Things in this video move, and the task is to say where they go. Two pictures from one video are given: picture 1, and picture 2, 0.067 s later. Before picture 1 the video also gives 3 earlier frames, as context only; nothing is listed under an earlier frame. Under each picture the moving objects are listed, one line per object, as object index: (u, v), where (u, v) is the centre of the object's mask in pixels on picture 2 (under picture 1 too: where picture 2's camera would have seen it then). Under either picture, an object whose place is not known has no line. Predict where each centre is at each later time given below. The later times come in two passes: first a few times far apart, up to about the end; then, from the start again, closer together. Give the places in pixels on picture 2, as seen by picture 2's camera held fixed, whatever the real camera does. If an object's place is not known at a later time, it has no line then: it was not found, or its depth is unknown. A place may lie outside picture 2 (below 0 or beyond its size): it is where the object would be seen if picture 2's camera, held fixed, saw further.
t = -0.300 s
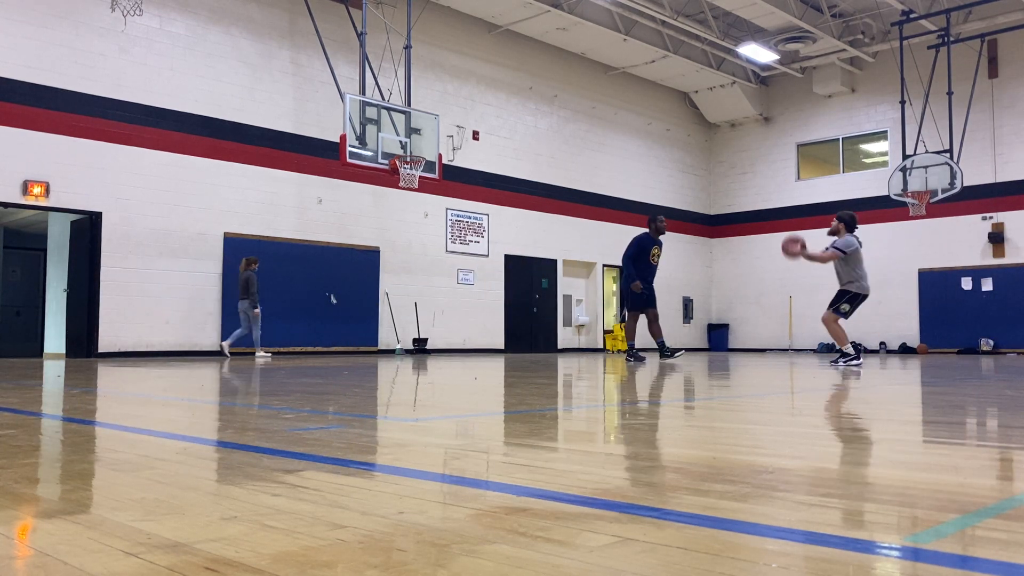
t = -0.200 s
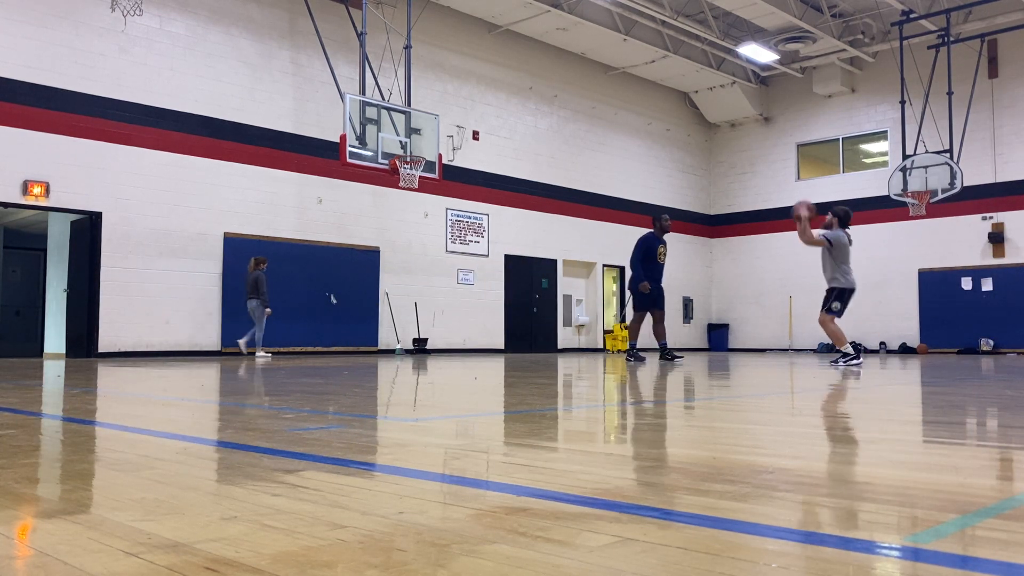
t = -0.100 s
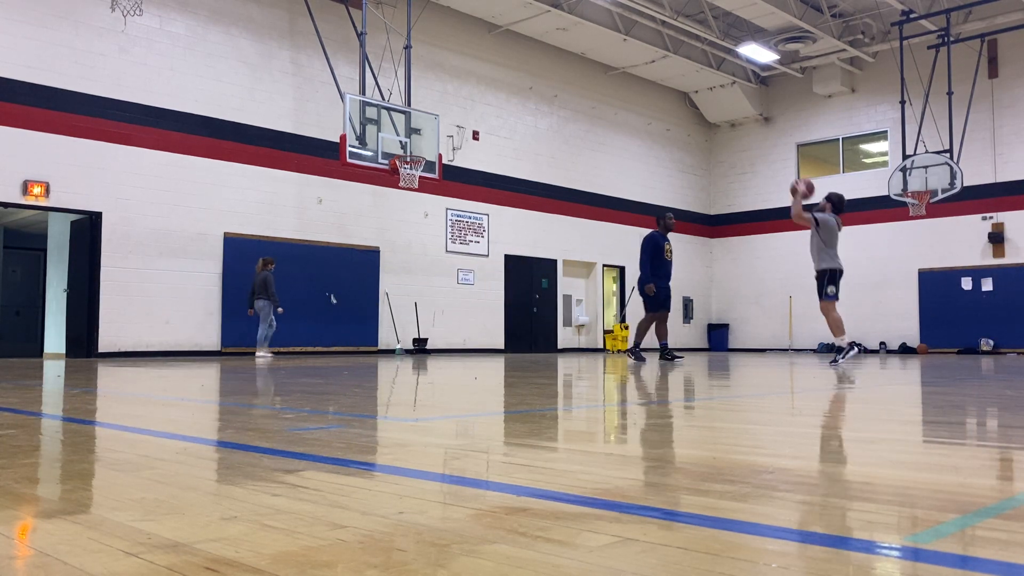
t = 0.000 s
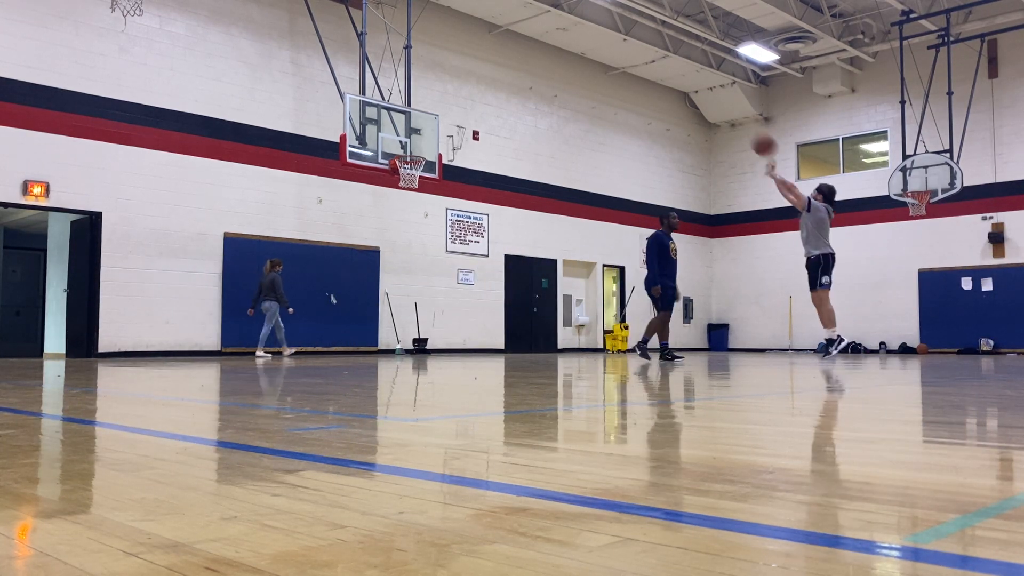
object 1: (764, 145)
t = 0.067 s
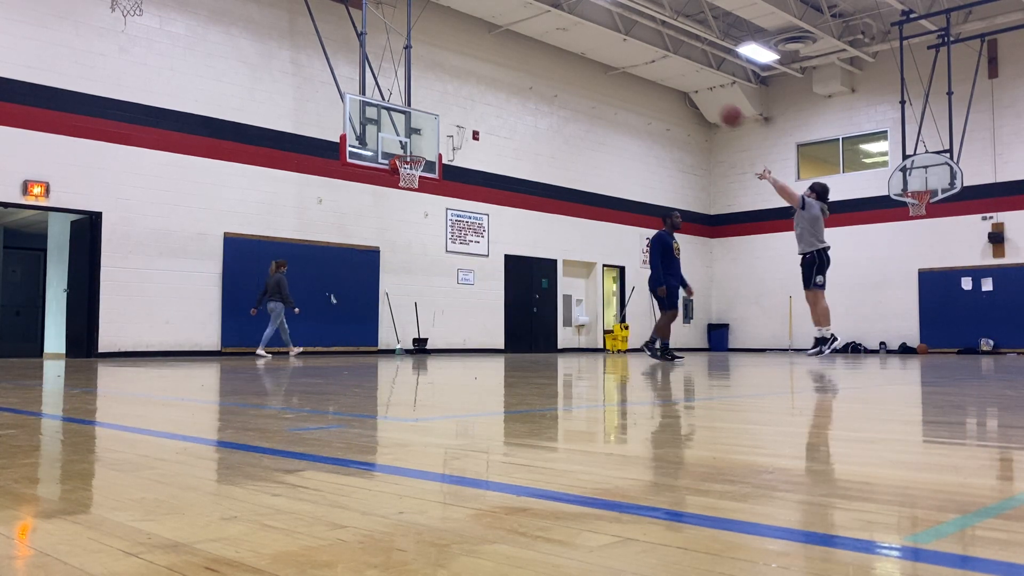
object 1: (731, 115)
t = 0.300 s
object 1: (634, 53)
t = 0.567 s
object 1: (544, 44)
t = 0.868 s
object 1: (463, 90)
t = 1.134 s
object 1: (407, 159)
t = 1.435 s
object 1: (397, 172)
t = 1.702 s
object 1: (402, 182)
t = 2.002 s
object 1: (420, 238)
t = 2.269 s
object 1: (434, 336)
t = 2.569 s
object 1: (451, 278)
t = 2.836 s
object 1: (465, 254)
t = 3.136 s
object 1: (481, 282)
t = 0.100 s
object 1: (715, 102)
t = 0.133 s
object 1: (701, 91)
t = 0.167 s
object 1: (686, 81)
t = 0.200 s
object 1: (673, 73)
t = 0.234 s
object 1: (659, 65)
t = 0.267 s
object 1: (646, 59)
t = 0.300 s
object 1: (634, 53)
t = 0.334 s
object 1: (621, 49)
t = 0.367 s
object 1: (609, 46)
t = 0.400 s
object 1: (598, 43)
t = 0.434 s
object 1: (586, 42)
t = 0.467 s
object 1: (575, 41)
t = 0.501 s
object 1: (565, 42)
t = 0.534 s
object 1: (555, 43)
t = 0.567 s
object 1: (544, 44)
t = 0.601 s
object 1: (534, 47)
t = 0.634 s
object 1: (524, 50)
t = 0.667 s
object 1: (515, 54)
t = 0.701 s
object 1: (506, 58)
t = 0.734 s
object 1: (496, 63)
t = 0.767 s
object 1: (488, 69)
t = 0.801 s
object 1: (479, 76)
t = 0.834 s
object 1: (471, 83)
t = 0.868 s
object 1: (463, 90)
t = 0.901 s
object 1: (455, 98)
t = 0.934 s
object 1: (447, 106)
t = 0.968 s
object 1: (439, 115)
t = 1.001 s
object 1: (432, 125)
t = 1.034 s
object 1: (425, 135)
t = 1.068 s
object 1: (418, 145)
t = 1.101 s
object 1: (410, 154)
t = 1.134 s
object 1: (407, 159)
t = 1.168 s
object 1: (407, 159)
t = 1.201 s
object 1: (408, 158)
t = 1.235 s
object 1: (415, 162)
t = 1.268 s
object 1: (414, 163)
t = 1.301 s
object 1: (410, 166)
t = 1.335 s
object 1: (408, 167)
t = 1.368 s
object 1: (404, 167)
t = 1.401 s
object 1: (402, 172)
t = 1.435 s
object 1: (397, 172)
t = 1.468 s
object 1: (394, 166)
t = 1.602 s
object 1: (394, 165)
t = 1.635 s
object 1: (400, 174)
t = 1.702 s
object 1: (402, 182)
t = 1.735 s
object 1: (404, 185)
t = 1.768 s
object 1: (406, 190)
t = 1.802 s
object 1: (409, 194)
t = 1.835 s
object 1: (411, 200)
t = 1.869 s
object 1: (412, 206)
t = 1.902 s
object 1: (414, 213)
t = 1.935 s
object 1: (416, 221)
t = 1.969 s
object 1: (418, 229)
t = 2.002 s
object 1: (420, 238)
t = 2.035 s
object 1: (422, 248)
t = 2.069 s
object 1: (423, 258)
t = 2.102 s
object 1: (425, 269)
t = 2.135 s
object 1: (427, 281)
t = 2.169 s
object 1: (429, 294)
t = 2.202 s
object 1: (430, 307)
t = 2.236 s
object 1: (432, 321)
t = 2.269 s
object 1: (434, 336)
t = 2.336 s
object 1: (438, 338)
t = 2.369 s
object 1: (440, 327)
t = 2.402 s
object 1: (441, 317)
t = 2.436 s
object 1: (444, 308)
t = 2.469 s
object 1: (445, 299)
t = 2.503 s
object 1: (447, 292)
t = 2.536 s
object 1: (449, 285)
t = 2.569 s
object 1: (451, 278)
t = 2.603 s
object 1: (453, 273)
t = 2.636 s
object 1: (455, 268)
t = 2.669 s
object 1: (456, 264)
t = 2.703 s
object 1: (458, 261)
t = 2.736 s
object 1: (460, 258)
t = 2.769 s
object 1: (462, 256)
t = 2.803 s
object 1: (463, 255)
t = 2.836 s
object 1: (465, 254)
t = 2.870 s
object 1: (467, 255)
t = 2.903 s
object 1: (469, 256)
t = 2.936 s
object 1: (470, 257)
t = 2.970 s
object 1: (472, 260)
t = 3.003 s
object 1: (474, 263)
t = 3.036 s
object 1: (476, 267)
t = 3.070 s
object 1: (477, 271)
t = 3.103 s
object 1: (479, 276)
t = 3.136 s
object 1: (481, 282)
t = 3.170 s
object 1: (482, 289)
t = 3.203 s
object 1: (484, 296)
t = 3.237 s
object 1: (485, 304)
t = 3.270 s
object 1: (487, 313)
